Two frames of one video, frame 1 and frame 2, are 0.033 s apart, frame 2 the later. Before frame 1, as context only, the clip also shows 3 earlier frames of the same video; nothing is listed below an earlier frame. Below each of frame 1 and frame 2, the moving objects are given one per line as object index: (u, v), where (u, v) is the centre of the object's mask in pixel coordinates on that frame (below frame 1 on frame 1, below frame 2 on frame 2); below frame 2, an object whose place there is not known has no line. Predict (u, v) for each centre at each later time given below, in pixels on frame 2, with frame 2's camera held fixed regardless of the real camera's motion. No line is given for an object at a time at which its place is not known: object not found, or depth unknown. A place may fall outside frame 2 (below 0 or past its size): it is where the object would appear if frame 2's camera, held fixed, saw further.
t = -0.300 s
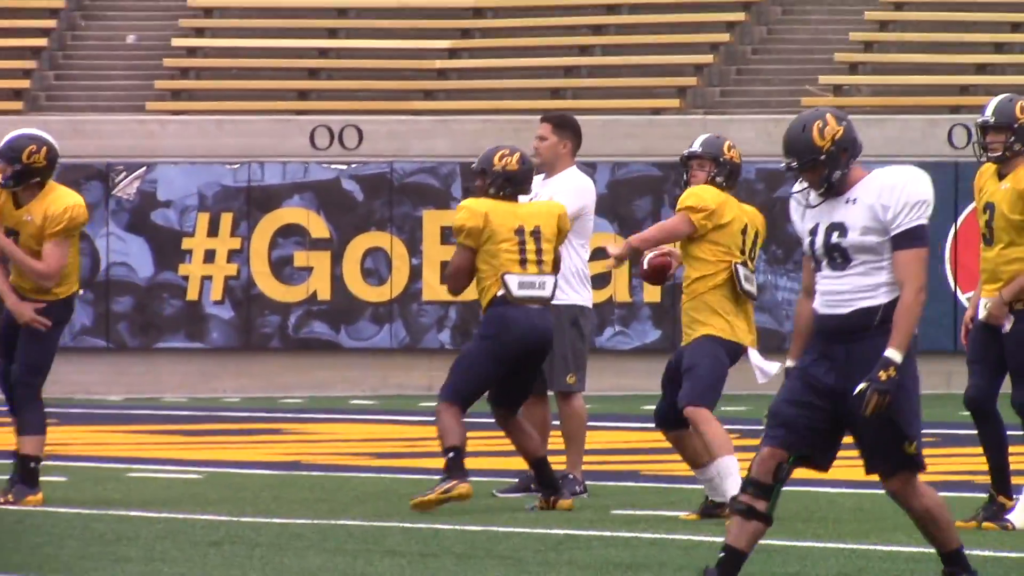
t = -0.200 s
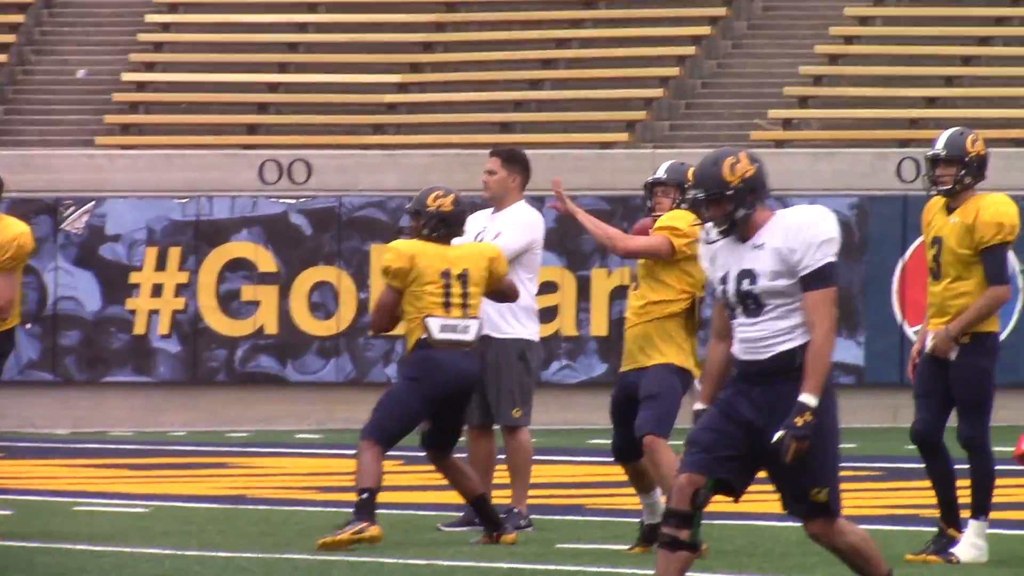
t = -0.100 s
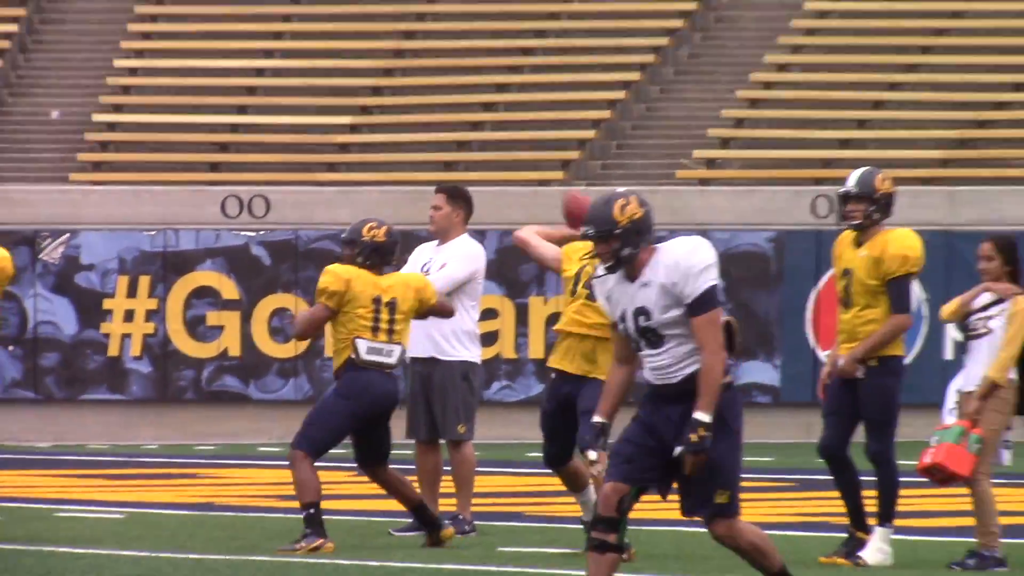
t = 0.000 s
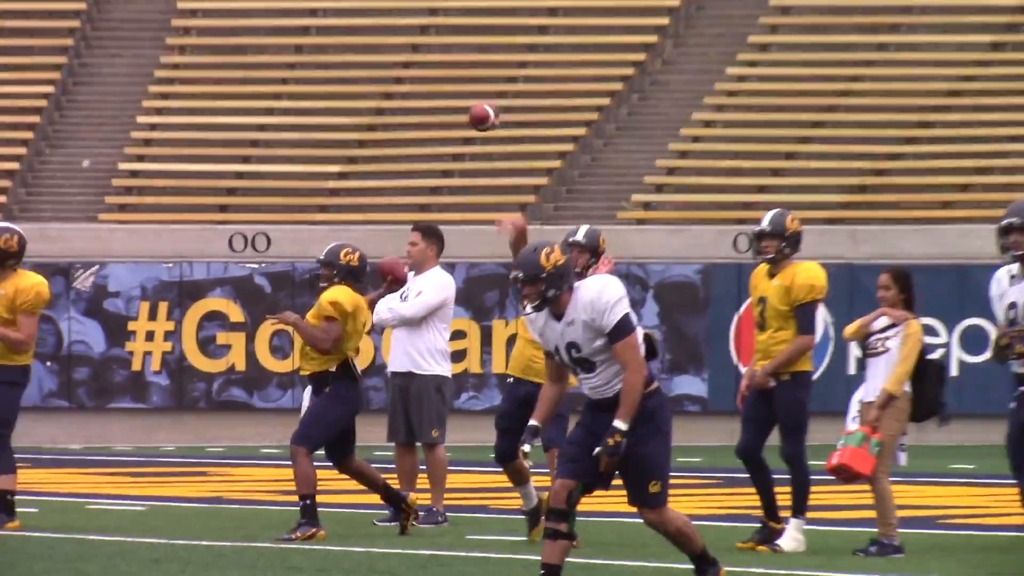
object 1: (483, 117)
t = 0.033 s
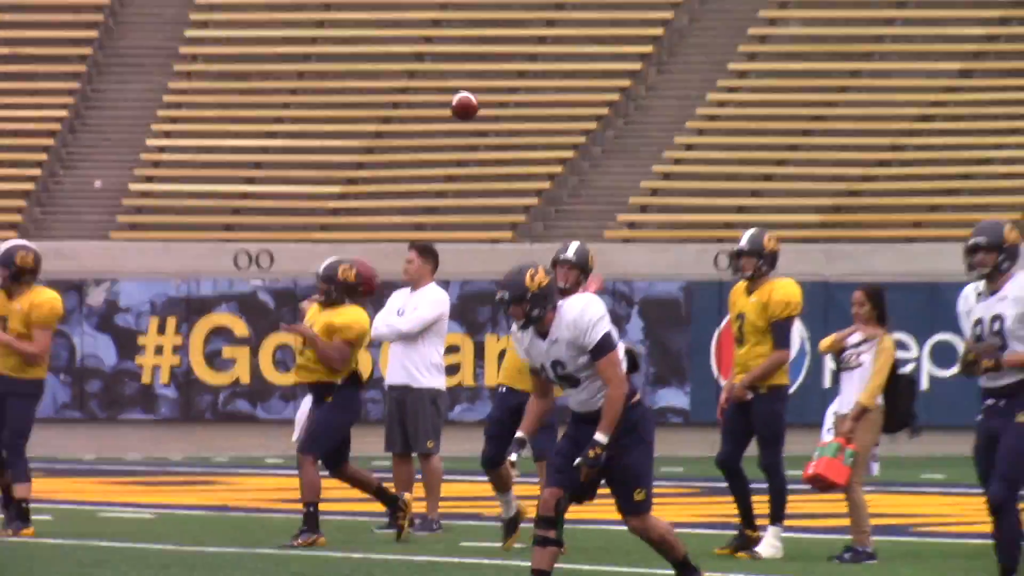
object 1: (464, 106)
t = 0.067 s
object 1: (453, 67)
